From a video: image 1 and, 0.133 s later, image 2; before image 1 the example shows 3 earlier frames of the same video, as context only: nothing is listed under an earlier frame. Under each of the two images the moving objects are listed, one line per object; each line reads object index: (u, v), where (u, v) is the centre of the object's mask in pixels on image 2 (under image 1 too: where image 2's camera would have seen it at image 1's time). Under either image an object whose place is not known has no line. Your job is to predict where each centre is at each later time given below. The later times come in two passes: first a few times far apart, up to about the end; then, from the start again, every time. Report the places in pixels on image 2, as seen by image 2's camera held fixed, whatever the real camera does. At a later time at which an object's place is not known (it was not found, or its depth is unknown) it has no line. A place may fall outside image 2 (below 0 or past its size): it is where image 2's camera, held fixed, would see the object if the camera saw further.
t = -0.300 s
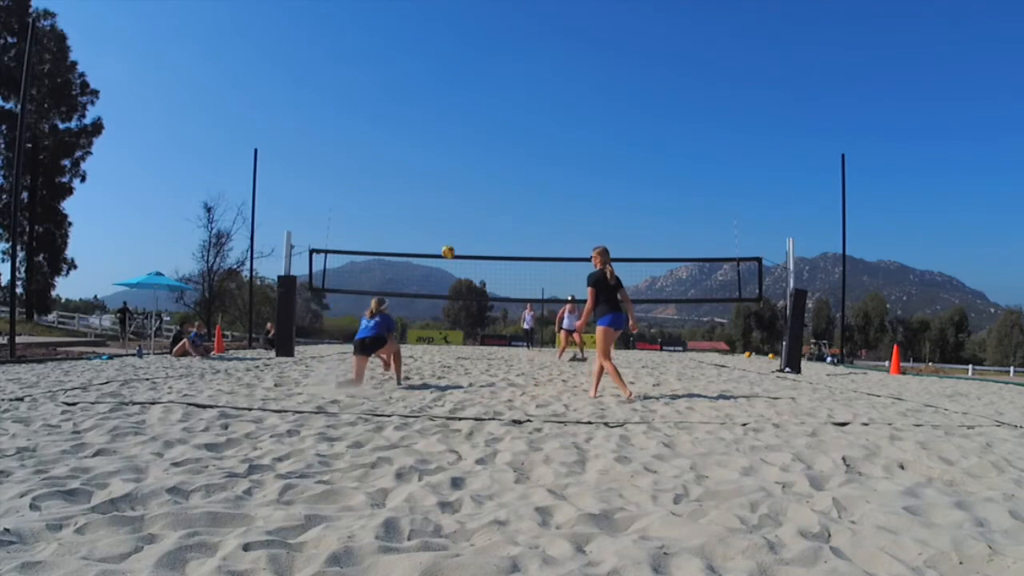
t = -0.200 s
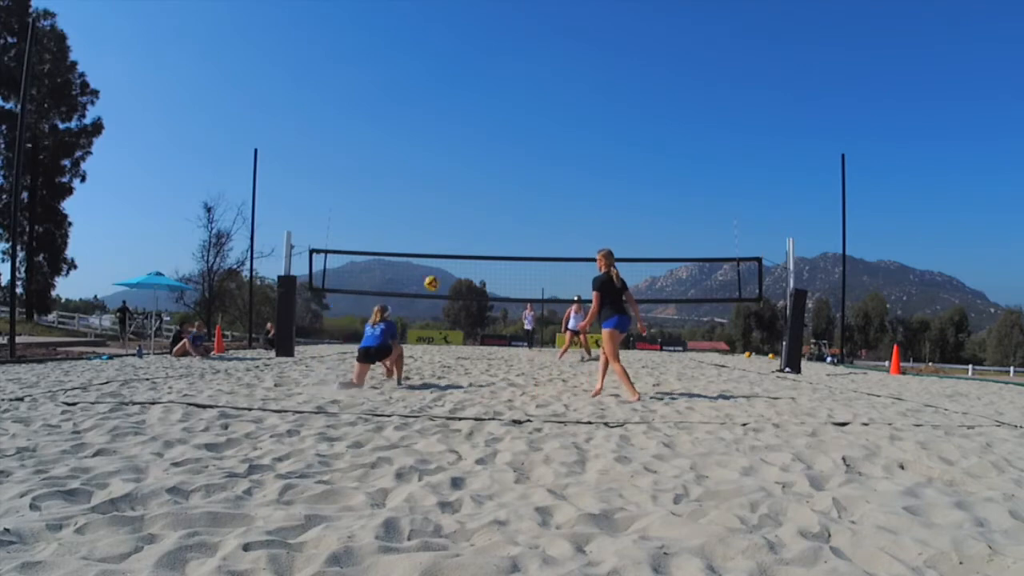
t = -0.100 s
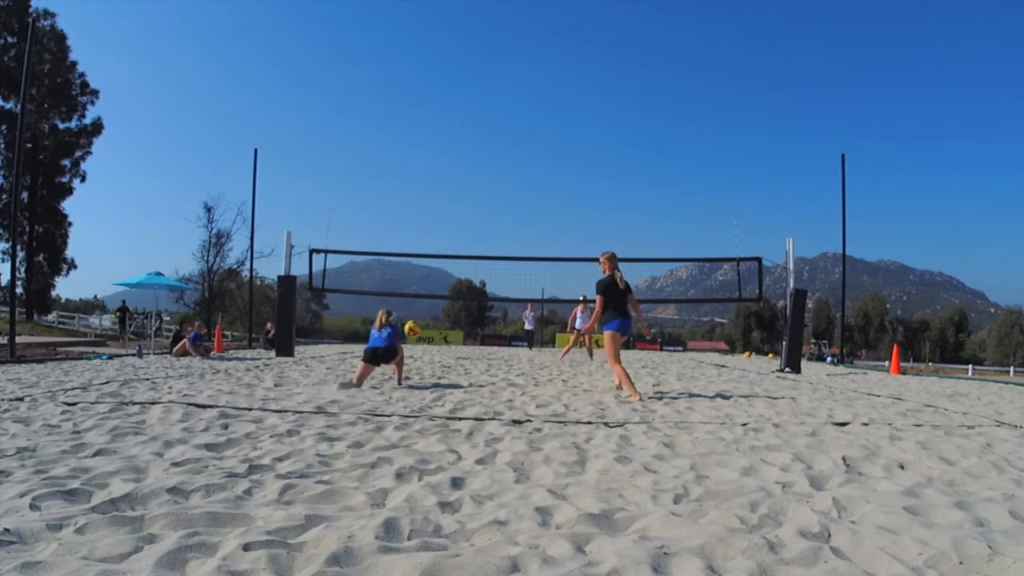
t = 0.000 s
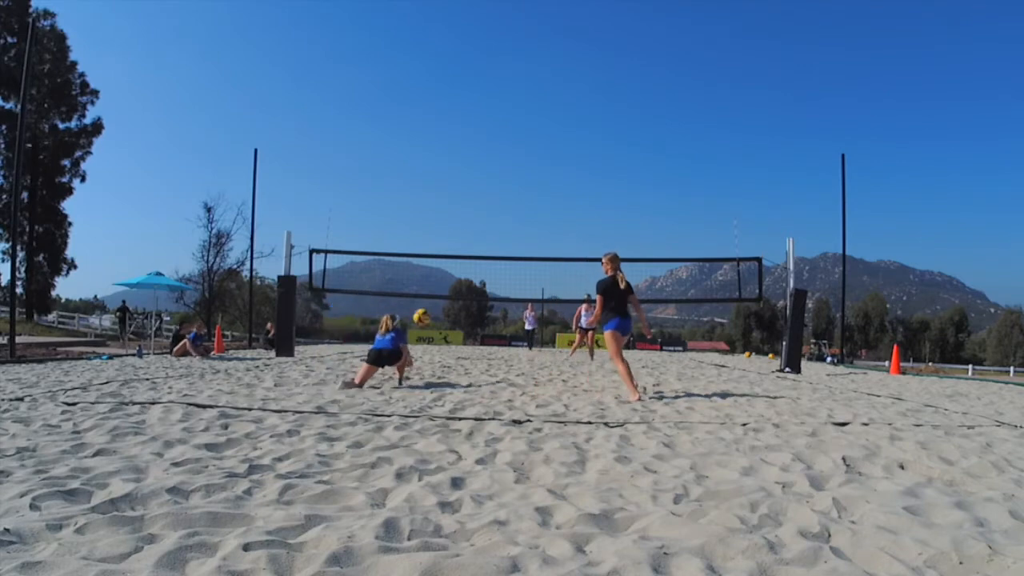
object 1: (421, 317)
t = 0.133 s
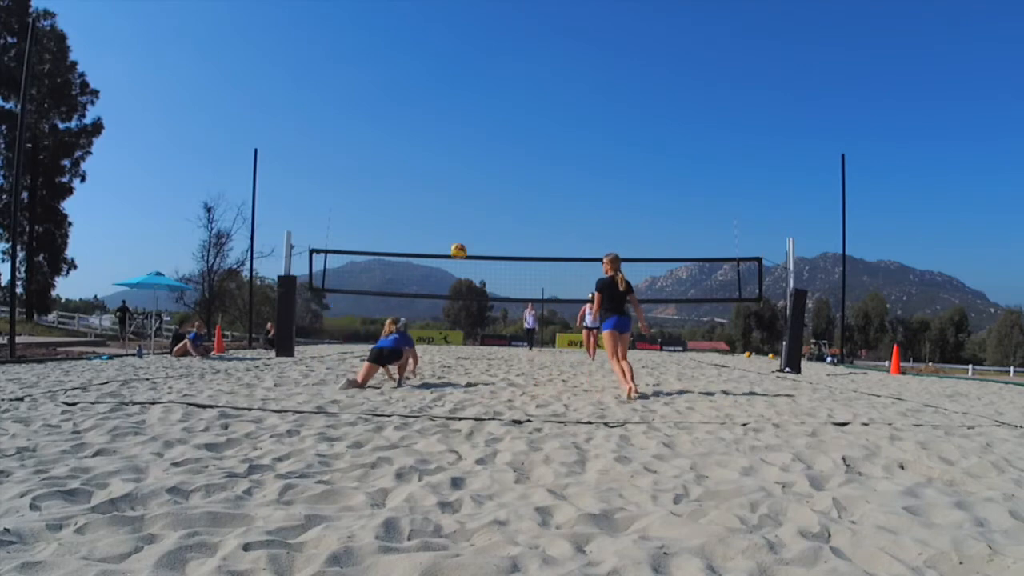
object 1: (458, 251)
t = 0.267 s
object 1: (490, 203)
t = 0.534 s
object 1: (540, 152)
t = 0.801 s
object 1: (583, 147)
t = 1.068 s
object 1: (619, 179)
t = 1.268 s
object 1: (641, 225)
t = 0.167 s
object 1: (466, 237)
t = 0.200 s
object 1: (475, 225)
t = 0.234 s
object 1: (482, 213)
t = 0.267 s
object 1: (490, 203)
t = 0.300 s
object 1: (496, 194)
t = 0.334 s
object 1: (504, 185)
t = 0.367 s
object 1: (511, 178)
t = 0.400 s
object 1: (516, 171)
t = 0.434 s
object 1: (521, 165)
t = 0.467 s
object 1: (528, 160)
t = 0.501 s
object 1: (535, 155)
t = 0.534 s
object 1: (540, 152)
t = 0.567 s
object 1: (546, 149)
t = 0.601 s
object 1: (553, 147)
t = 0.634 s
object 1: (558, 145)
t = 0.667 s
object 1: (563, 145)
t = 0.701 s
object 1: (569, 144)
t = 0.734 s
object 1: (574, 144)
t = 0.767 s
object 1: (579, 146)
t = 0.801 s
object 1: (583, 147)
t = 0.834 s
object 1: (588, 149)
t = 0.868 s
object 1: (593, 152)
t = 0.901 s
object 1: (597, 155)
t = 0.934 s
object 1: (602, 159)
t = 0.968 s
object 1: (606, 163)
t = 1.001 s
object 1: (610, 168)
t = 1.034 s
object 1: (614, 174)
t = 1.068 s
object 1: (619, 179)
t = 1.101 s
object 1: (622, 186)
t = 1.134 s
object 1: (626, 193)
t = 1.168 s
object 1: (630, 200)
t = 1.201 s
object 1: (633, 208)
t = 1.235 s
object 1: (637, 216)
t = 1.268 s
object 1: (641, 225)
